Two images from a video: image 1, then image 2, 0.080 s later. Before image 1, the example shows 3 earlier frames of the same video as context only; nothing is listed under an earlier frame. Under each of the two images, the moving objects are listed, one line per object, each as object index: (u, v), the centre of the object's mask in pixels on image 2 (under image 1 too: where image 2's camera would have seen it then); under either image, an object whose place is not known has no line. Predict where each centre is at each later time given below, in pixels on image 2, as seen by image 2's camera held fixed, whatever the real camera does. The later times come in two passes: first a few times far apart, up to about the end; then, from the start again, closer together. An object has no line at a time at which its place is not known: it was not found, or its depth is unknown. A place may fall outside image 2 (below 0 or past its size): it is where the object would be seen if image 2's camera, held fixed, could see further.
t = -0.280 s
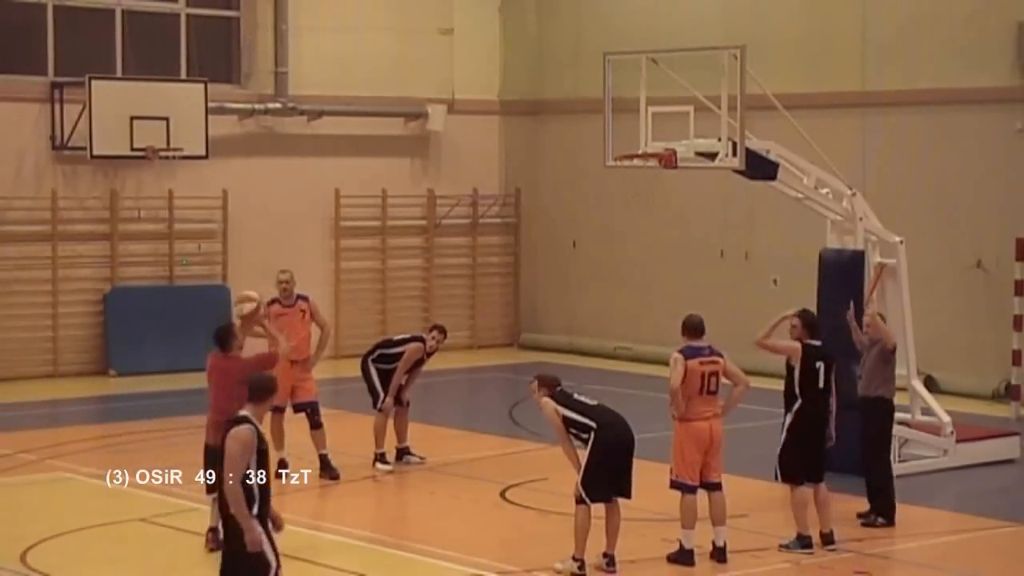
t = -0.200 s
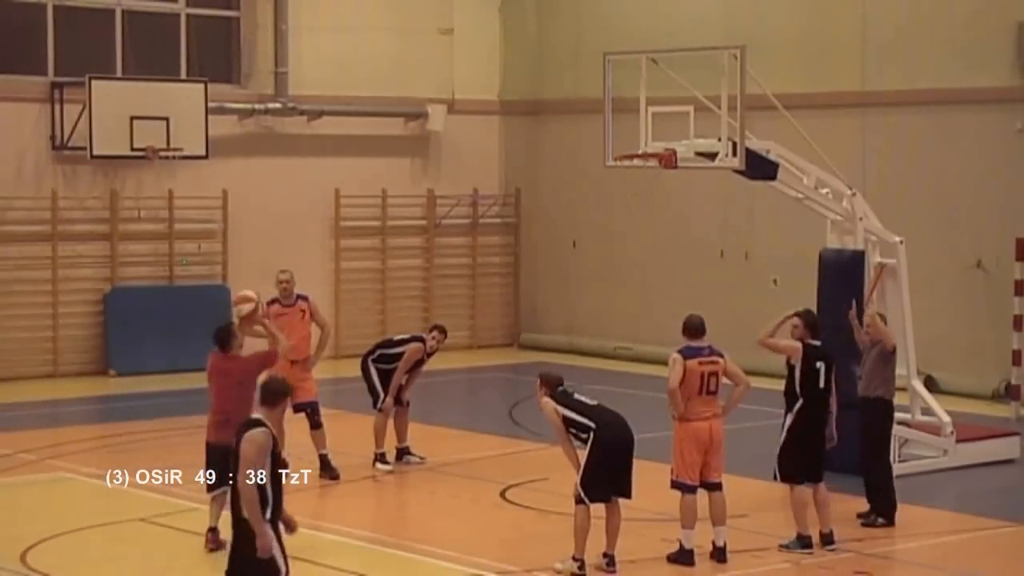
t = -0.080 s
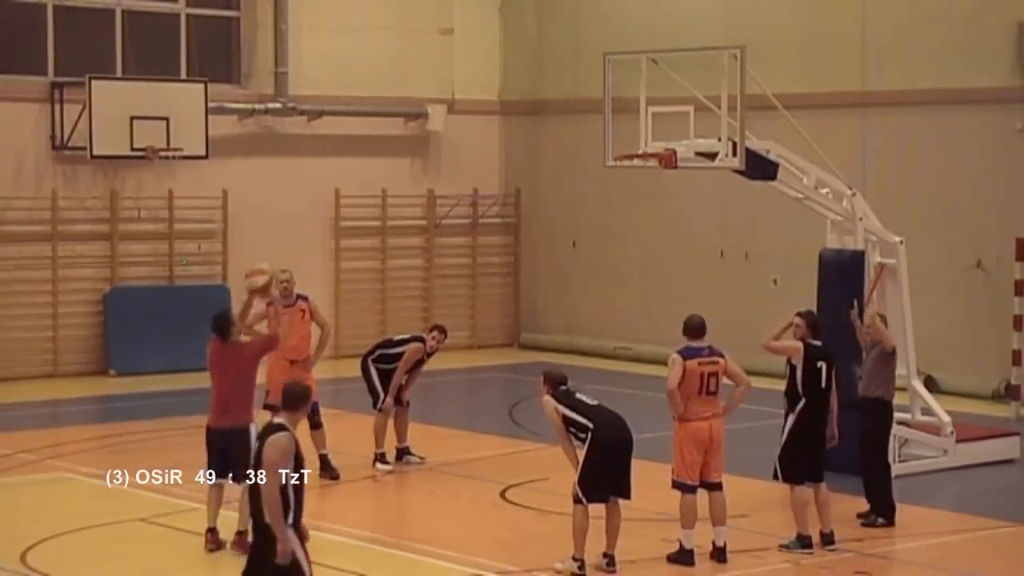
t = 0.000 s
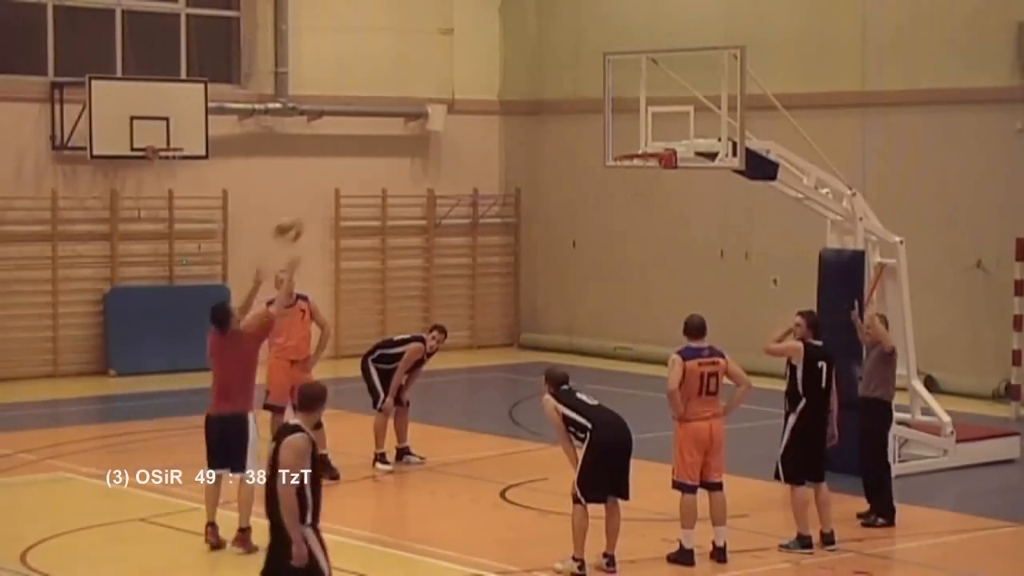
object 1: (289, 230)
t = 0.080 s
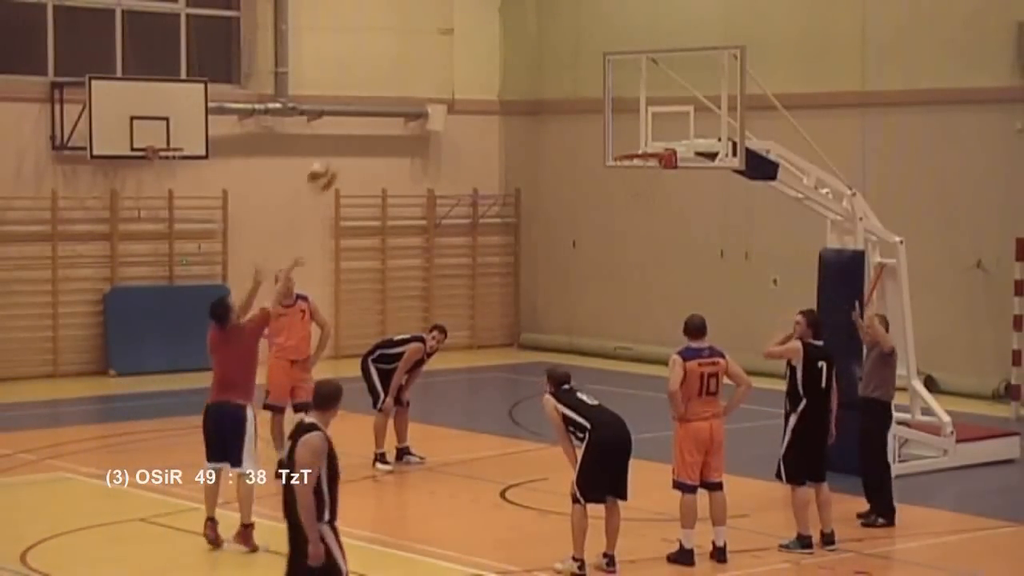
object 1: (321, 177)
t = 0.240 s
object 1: (388, 97)
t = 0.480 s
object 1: (479, 51)
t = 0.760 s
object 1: (575, 78)
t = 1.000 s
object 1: (651, 168)
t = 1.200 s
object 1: (674, 217)
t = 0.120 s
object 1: (338, 153)
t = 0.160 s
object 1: (353, 137)
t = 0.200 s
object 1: (371, 116)
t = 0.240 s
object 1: (388, 97)
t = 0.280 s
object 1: (405, 86)
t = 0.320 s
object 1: (419, 76)
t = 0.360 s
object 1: (435, 68)
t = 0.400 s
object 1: (449, 60)
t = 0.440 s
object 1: (464, 54)
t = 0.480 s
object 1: (479, 51)
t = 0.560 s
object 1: (507, 50)
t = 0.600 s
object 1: (521, 51)
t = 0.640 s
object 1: (535, 56)
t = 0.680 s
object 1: (548, 61)
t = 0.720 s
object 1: (562, 68)
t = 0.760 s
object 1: (575, 78)
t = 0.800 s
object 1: (588, 88)
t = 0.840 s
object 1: (599, 100)
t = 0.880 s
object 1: (612, 114)
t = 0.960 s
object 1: (637, 146)
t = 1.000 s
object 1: (651, 168)
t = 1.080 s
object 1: (663, 184)
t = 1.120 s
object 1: (666, 194)
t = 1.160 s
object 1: (670, 204)
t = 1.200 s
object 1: (674, 217)
